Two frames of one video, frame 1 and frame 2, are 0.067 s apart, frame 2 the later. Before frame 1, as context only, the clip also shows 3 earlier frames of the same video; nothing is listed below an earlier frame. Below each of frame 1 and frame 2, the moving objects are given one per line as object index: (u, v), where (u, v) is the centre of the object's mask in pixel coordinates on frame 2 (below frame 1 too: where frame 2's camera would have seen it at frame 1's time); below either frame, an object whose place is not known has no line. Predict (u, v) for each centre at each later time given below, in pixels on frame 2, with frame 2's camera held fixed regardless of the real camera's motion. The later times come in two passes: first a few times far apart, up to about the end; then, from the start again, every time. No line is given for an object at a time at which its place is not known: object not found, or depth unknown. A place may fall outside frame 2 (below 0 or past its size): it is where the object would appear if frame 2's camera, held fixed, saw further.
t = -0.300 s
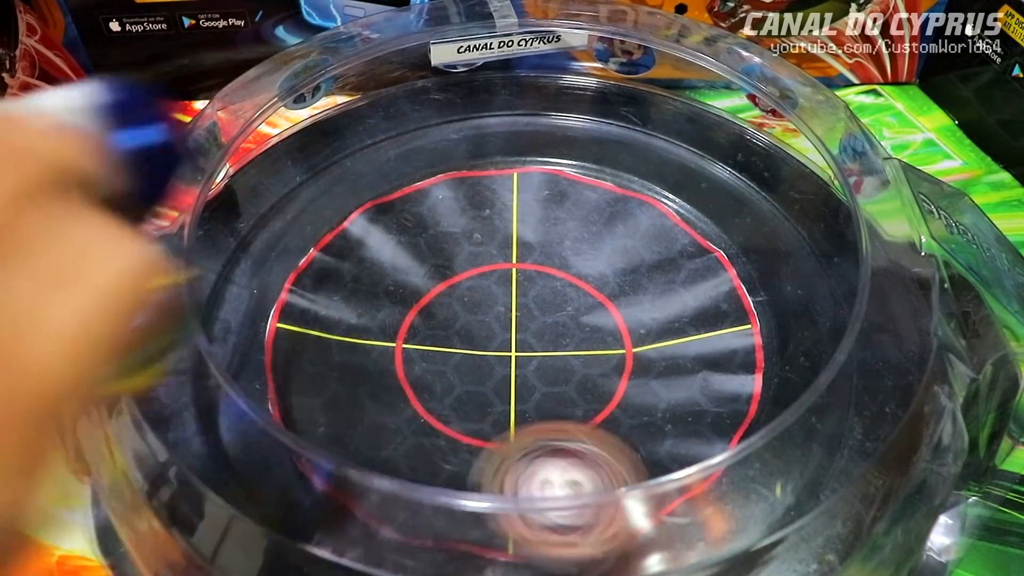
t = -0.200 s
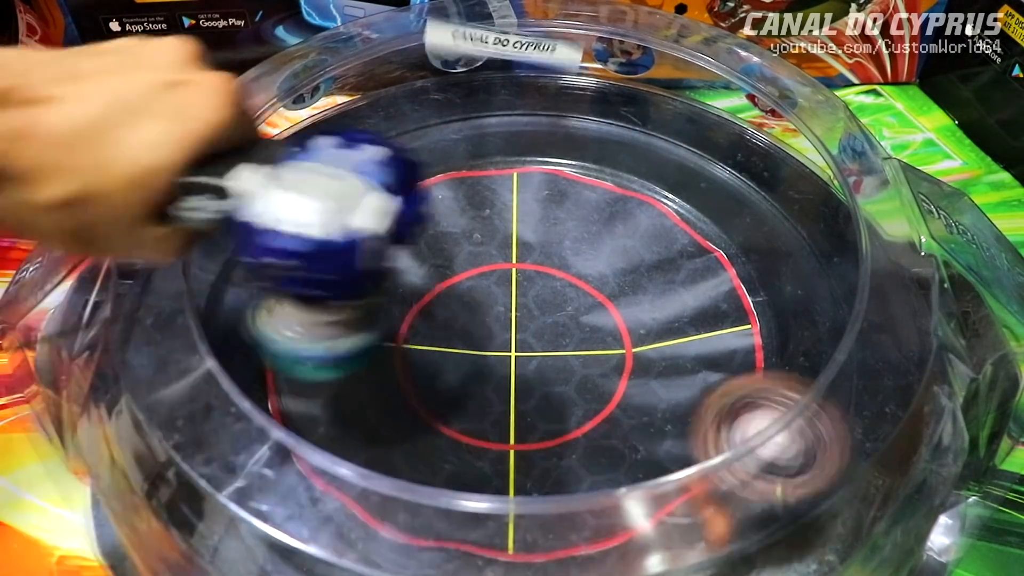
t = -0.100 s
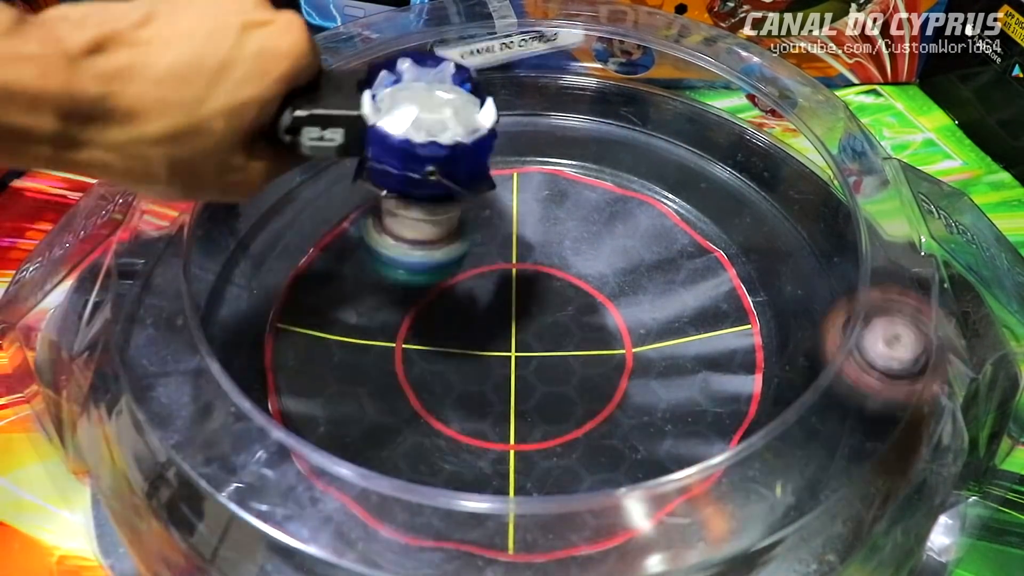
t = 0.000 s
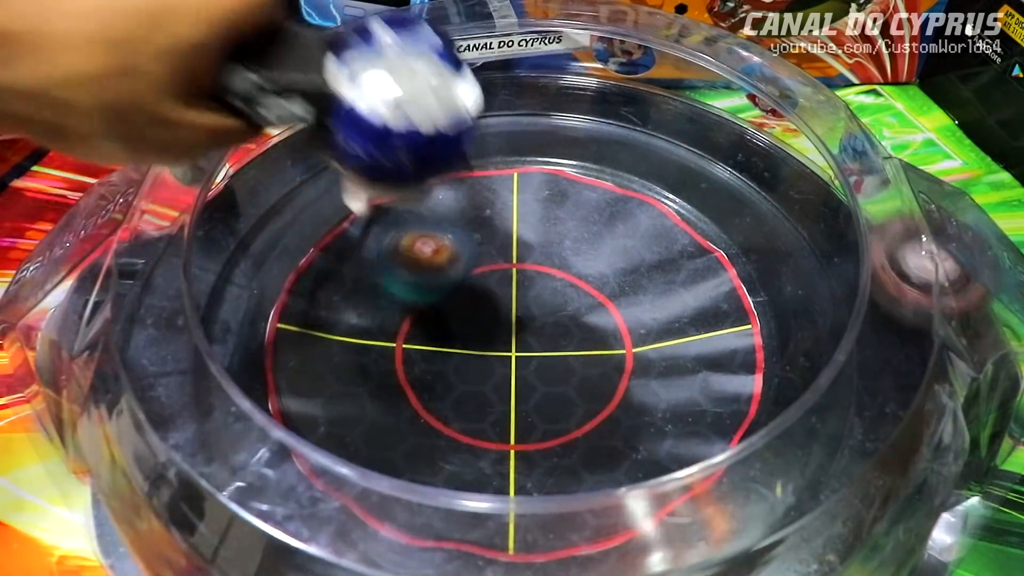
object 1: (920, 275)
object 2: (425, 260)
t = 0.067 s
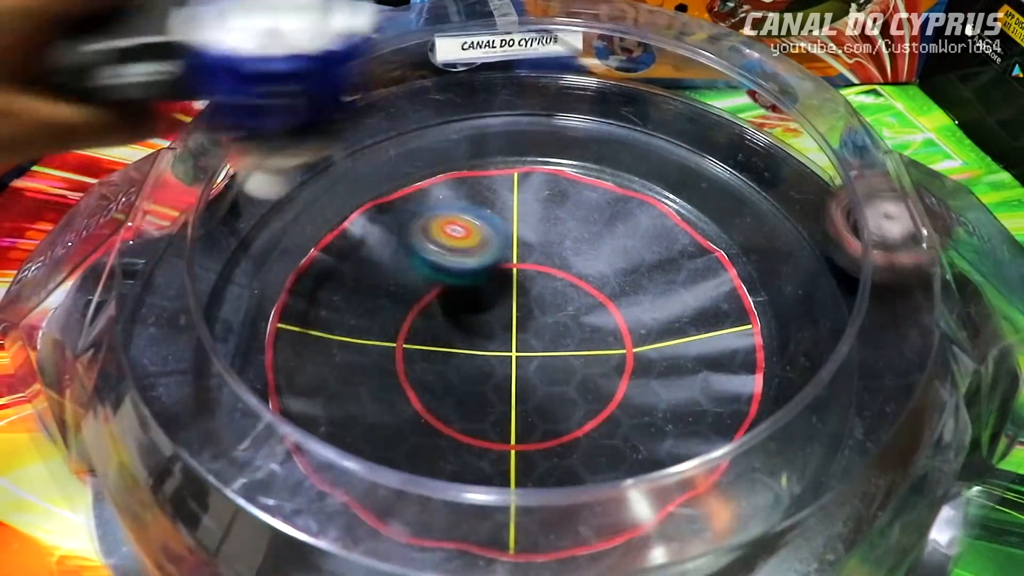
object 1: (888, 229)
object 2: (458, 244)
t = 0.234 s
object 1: (751, 210)
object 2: (546, 258)
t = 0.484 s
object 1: (521, 202)
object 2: (483, 403)
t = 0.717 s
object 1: (360, 344)
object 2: (510, 372)
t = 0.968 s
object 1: (622, 424)
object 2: (601, 213)
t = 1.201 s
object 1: (755, 230)
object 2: (505, 147)
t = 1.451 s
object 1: (658, 117)
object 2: (440, 202)
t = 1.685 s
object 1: (574, 104)
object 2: (527, 309)
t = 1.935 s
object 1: (477, 173)
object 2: (624, 247)
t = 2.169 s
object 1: (407, 409)
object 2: (601, 234)
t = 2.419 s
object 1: (722, 465)
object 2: (563, 296)
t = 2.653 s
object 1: (852, 359)
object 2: (614, 326)
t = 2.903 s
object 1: (774, 253)
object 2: (625, 325)
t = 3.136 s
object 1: (573, 210)
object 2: (576, 342)
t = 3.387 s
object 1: (301, 292)
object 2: (554, 370)
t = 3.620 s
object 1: (323, 490)
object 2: (542, 374)
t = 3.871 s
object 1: (454, 542)
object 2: (507, 372)
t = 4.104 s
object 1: (569, 515)
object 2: (483, 358)
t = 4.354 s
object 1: (648, 354)
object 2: (460, 341)
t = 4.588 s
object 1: (509, 182)
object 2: (458, 325)
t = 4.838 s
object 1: (297, 242)
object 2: (463, 299)
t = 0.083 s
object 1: (865, 225)
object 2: (463, 247)
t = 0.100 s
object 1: (852, 222)
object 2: (470, 252)
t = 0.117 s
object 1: (842, 220)
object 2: (478, 249)
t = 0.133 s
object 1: (827, 217)
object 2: (489, 249)
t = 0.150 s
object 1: (806, 220)
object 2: (499, 251)
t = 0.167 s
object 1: (797, 219)
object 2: (509, 250)
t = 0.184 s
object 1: (788, 213)
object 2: (518, 251)
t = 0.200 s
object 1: (778, 212)
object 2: (529, 258)
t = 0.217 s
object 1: (762, 212)
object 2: (538, 259)
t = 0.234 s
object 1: (751, 210)
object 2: (546, 258)
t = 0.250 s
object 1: (740, 209)
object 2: (554, 262)
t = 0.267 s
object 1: (727, 210)
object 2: (562, 270)
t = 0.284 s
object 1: (713, 210)
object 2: (570, 279)
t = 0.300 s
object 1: (696, 211)
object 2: (576, 281)
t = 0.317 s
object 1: (678, 212)
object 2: (583, 286)
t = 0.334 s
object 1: (660, 213)
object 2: (589, 295)
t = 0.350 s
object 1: (642, 213)
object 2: (585, 306)
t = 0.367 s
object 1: (630, 209)
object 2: (572, 324)
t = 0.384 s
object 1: (616, 206)
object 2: (560, 340)
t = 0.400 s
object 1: (603, 202)
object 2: (547, 354)
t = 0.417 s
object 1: (588, 202)
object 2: (535, 365)
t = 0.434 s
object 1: (573, 199)
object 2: (520, 379)
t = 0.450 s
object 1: (556, 200)
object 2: (506, 388)
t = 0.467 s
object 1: (538, 200)
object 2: (497, 395)
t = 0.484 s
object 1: (521, 202)
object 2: (483, 403)
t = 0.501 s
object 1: (503, 205)
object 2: (473, 407)
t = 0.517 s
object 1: (486, 209)
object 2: (461, 412)
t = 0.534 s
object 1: (468, 214)
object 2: (454, 412)
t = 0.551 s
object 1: (453, 222)
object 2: (449, 413)
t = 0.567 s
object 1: (439, 230)
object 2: (446, 413)
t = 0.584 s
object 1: (422, 240)
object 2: (443, 412)
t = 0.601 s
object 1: (409, 250)
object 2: (443, 409)
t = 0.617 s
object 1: (396, 262)
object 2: (445, 404)
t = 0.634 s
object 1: (386, 274)
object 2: (450, 399)
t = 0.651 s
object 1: (378, 289)
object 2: (453, 390)
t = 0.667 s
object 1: (370, 301)
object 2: (460, 386)
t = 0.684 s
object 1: (367, 316)
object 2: (471, 380)
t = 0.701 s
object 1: (363, 330)
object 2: (490, 377)
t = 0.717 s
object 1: (360, 344)
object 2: (510, 372)
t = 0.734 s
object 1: (361, 357)
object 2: (529, 363)
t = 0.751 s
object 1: (363, 368)
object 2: (545, 356)
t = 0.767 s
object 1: (369, 381)
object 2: (562, 344)
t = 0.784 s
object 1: (379, 393)
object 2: (571, 336)
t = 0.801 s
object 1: (390, 403)
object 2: (585, 323)
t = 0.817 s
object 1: (406, 413)
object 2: (595, 312)
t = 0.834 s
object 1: (423, 421)
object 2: (602, 299)
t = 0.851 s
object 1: (444, 428)
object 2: (609, 287)
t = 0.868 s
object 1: (466, 433)
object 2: (613, 275)
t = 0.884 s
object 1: (489, 437)
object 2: (614, 262)
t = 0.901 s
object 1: (517, 438)
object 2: (614, 249)
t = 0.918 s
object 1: (542, 439)
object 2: (611, 241)
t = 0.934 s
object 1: (570, 436)
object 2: (609, 232)
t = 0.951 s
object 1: (597, 431)
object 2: (606, 222)
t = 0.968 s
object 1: (622, 424)
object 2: (601, 213)
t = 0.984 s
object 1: (645, 414)
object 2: (597, 204)
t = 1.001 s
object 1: (666, 405)
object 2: (593, 195)
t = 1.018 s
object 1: (686, 394)
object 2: (586, 187)
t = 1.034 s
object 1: (704, 382)
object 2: (579, 181)
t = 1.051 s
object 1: (720, 370)
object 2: (571, 175)
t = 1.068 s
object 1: (735, 354)
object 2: (565, 168)
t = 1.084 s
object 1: (745, 338)
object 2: (557, 164)
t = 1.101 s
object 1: (753, 322)
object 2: (549, 160)
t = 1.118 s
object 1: (759, 306)
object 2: (542, 156)
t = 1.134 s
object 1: (764, 289)
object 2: (533, 153)
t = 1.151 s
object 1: (765, 273)
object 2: (526, 151)
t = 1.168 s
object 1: (764, 258)
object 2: (519, 148)
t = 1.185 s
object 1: (760, 243)
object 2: (512, 148)
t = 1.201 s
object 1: (755, 230)
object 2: (505, 147)
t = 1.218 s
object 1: (748, 219)
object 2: (499, 148)
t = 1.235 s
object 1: (741, 205)
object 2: (493, 149)
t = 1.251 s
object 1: (735, 195)
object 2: (487, 150)
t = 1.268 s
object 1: (729, 186)
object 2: (482, 151)
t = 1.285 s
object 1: (722, 174)
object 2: (476, 153)
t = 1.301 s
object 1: (717, 168)
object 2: (471, 155)
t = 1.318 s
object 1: (712, 160)
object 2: (465, 158)
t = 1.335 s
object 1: (703, 153)
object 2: (460, 162)
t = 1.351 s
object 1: (696, 146)
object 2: (455, 167)
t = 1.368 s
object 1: (689, 140)
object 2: (451, 169)
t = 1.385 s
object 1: (684, 134)
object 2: (447, 176)
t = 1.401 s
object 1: (677, 129)
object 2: (444, 180)
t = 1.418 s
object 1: (671, 125)
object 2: (442, 186)
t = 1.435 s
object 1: (664, 120)
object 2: (440, 195)
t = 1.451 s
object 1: (658, 117)
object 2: (440, 202)
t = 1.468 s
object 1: (653, 115)
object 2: (440, 209)
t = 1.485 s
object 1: (645, 111)
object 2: (442, 218)
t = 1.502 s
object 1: (639, 109)
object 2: (444, 225)
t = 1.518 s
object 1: (634, 108)
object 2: (447, 234)
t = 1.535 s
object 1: (628, 107)
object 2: (451, 241)
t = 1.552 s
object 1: (622, 105)
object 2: (456, 253)
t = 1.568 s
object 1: (615, 104)
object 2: (463, 264)
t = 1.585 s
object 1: (609, 103)
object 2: (469, 271)
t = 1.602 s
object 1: (603, 103)
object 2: (476, 282)
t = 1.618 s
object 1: (597, 103)
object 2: (486, 290)
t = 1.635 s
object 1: (591, 102)
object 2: (494, 295)
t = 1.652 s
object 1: (586, 103)
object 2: (506, 303)
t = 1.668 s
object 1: (580, 104)
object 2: (516, 306)
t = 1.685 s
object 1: (574, 104)
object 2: (527, 309)
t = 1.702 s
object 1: (568, 105)
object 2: (540, 309)
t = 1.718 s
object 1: (563, 107)
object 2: (550, 308)
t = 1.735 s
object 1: (557, 109)
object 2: (562, 306)
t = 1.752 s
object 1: (552, 110)
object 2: (572, 304)
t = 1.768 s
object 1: (546, 113)
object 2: (582, 302)
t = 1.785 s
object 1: (540, 115)
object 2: (591, 298)
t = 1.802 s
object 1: (534, 118)
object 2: (599, 292)
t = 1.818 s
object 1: (528, 121)
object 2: (607, 285)
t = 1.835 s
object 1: (523, 125)
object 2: (612, 279)
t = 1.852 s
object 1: (516, 130)
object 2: (617, 272)
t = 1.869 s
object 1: (510, 136)
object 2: (620, 266)
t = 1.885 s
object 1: (502, 144)
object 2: (623, 260)
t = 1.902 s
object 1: (495, 153)
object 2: (624, 255)
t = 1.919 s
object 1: (486, 162)
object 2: (625, 250)
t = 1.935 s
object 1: (477, 173)
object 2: (624, 247)
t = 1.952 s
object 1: (465, 185)
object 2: (623, 244)
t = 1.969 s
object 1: (455, 197)
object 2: (622, 243)
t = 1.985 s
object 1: (445, 211)
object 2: (621, 242)
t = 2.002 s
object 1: (435, 226)
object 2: (620, 240)
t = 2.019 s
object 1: (423, 242)
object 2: (619, 239)
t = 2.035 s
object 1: (414, 258)
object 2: (617, 238)
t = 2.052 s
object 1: (404, 276)
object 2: (615, 237)
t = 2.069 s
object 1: (396, 295)
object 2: (614, 236)
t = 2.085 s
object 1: (390, 313)
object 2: (612, 238)
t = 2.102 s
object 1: (388, 335)
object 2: (610, 235)
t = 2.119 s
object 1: (389, 355)
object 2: (608, 235)
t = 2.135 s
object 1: (392, 373)
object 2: (605, 234)
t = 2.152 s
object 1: (397, 391)
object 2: (603, 234)
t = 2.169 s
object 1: (407, 409)
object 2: (601, 234)
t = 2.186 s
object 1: (420, 420)
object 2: (598, 235)
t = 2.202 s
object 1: (435, 431)
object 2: (594, 235)
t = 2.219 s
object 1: (451, 440)
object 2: (591, 238)
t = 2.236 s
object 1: (467, 463)
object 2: (587, 241)
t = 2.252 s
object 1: (491, 475)
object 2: (582, 244)
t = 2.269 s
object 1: (515, 488)
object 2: (579, 245)
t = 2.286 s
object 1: (539, 496)
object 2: (575, 250)
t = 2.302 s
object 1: (561, 497)
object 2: (570, 255)
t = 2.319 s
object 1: (587, 501)
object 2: (568, 261)
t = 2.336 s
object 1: (608, 498)
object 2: (566, 269)
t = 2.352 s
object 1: (626, 495)
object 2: (564, 274)
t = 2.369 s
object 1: (658, 490)
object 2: (563, 279)
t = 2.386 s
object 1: (680, 485)
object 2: (563, 285)
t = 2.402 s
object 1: (700, 478)
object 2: (562, 291)
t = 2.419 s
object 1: (722, 465)
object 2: (563, 296)
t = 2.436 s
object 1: (738, 461)
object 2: (564, 304)
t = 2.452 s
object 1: (751, 458)
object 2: (566, 309)
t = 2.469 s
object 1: (770, 443)
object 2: (569, 314)
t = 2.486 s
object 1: (783, 437)
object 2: (573, 315)
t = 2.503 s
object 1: (796, 430)
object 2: (578, 321)
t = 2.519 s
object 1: (807, 426)
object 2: (583, 324)
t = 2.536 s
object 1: (818, 418)
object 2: (588, 327)
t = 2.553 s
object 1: (829, 410)
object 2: (593, 327)
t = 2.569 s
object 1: (841, 406)
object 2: (598, 329)
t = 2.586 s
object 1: (849, 398)
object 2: (603, 327)
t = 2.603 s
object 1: (854, 390)
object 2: (607, 329)
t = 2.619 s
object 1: (854, 381)
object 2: (610, 329)
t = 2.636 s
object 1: (853, 369)
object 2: (613, 329)
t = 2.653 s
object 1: (852, 359)
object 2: (614, 326)
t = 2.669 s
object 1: (849, 348)
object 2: (616, 325)
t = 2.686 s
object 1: (846, 337)
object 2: (617, 325)
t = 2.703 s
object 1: (842, 327)
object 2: (619, 325)
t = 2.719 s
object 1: (838, 318)
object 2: (620, 324)
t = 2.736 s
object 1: (833, 309)
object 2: (621, 324)
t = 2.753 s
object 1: (828, 301)
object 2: (623, 323)
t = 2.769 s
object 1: (822, 293)
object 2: (624, 323)
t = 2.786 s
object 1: (817, 287)
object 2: (624, 323)
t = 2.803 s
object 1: (808, 280)
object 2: (624, 323)
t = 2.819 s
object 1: (802, 275)
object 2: (624, 323)
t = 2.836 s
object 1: (799, 270)
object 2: (626, 324)
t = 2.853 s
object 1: (793, 265)
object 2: (626, 324)
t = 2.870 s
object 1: (788, 261)
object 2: (626, 324)
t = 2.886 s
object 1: (781, 257)
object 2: (625, 325)
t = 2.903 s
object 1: (774, 253)
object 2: (625, 325)
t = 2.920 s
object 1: (768, 250)
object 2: (624, 326)
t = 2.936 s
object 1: (760, 246)
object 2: (623, 326)
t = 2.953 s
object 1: (750, 245)
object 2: (622, 327)
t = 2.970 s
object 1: (738, 241)
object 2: (620, 325)
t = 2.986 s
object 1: (727, 238)
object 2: (618, 326)
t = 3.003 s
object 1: (713, 235)
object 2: (614, 327)
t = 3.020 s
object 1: (699, 231)
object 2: (610, 328)
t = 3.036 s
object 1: (684, 229)
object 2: (605, 329)
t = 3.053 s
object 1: (666, 225)
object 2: (599, 330)
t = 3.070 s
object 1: (648, 222)
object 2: (594, 335)
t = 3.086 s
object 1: (630, 218)
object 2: (589, 337)
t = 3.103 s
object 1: (612, 214)
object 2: (585, 339)
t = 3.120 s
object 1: (592, 213)
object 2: (581, 341)
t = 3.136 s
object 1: (573, 210)
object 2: (576, 342)
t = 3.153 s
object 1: (553, 207)
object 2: (572, 344)
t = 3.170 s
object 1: (529, 206)
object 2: (570, 345)
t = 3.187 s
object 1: (508, 205)
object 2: (567, 348)
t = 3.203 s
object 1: (487, 206)
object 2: (565, 351)
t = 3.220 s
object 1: (466, 208)
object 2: (563, 353)
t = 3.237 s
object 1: (446, 212)
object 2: (560, 359)
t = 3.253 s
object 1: (428, 216)
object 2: (558, 362)
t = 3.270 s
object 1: (408, 223)
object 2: (557, 362)
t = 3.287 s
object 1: (388, 230)
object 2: (556, 364)
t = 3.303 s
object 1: (373, 236)
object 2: (555, 366)
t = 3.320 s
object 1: (356, 246)
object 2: (554, 367)
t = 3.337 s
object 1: (339, 257)
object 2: (554, 368)
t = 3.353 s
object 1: (324, 268)
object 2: (554, 369)
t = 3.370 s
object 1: (312, 279)
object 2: (554, 370)
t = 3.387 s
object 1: (301, 292)
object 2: (554, 370)
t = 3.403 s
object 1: (291, 306)
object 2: (554, 371)
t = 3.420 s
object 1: (282, 321)
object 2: (554, 372)
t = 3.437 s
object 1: (280, 335)
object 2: (554, 372)
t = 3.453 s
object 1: (280, 347)
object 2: (554, 372)
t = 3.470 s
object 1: (276, 362)
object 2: (554, 373)
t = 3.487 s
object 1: (277, 376)
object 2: (553, 372)
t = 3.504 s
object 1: (279, 393)
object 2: (552, 372)
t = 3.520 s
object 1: (284, 410)
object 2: (552, 372)
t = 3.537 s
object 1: (289, 426)
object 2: (551, 372)
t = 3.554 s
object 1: (296, 442)
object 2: (550, 373)
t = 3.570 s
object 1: (302, 456)
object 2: (548, 373)
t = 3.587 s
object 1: (311, 468)
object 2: (546, 373)
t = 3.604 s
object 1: (319, 478)
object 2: (545, 373)
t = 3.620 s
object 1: (323, 490)
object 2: (542, 374)
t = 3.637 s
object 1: (331, 500)
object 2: (540, 373)
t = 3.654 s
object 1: (340, 508)
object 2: (538, 373)
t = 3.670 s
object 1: (348, 513)
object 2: (535, 373)
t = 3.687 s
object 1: (357, 517)
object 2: (533, 373)
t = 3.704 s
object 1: (365, 521)
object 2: (530, 373)
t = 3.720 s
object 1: (374, 524)
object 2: (527, 372)
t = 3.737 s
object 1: (383, 526)
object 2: (525, 372)
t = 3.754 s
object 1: (391, 528)
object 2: (522, 373)
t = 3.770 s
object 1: (400, 531)
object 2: (519, 373)
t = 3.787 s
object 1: (409, 533)
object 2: (516, 373)
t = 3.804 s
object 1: (417, 538)
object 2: (514, 373)
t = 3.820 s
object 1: (426, 539)
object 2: (512, 373)
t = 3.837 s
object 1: (435, 540)
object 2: (511, 373)
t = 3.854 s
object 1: (444, 541)
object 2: (508, 372)
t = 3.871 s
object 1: (454, 542)
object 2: (507, 372)
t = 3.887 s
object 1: (463, 542)
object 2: (505, 372)
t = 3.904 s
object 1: (473, 543)
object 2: (504, 371)
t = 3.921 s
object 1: (482, 543)
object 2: (502, 371)
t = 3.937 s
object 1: (491, 543)
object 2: (501, 370)
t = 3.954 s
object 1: (501, 543)
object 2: (499, 370)
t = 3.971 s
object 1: (510, 543)
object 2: (497, 368)
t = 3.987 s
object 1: (518, 543)
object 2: (495, 367)
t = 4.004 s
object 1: (527, 542)
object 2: (493, 366)
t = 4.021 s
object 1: (535, 542)
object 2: (492, 365)
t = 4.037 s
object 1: (543, 528)
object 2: (491, 364)
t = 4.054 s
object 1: (550, 527)
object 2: (489, 362)
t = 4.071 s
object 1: (556, 523)
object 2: (487, 361)
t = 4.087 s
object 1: (562, 518)
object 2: (485, 360)
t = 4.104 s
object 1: (569, 515)
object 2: (483, 358)
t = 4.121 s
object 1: (577, 510)
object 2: (481, 357)
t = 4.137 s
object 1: (583, 506)
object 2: (479, 356)
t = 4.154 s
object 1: (587, 503)
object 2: (476, 354)
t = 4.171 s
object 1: (593, 496)
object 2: (474, 353)
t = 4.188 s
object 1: (599, 484)
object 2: (472, 352)
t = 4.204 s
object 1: (606, 475)
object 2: (470, 351)
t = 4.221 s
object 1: (613, 464)
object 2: (468, 350)
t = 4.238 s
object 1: (620, 453)
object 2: (466, 349)
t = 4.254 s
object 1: (624, 430)
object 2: (465, 348)
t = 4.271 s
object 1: (630, 422)
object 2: (463, 346)
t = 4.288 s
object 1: (636, 414)
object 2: (462, 345)
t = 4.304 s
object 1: (640, 401)
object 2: (462, 344)
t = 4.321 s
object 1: (643, 385)
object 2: (461, 343)
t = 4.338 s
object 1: (646, 370)
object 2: (461, 343)
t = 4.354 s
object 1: (648, 354)
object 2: (460, 341)
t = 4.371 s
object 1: (648, 338)
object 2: (460, 340)
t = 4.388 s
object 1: (647, 322)
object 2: (459, 339)
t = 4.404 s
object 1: (645, 304)
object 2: (459, 338)
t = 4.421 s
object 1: (640, 289)
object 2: (458, 337)
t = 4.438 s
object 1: (633, 274)
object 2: (458, 336)
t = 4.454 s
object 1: (626, 260)
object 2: (457, 335)
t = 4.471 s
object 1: (615, 245)
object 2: (457, 334)
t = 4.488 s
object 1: (602, 232)
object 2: (457, 333)
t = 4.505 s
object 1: (588, 221)
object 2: (457, 332)
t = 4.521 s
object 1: (575, 211)
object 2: (457, 331)
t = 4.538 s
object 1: (560, 201)
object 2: (457, 329)
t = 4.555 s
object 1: (543, 194)
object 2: (457, 328)
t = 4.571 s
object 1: (526, 187)
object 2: (457, 327)
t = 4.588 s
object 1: (509, 182)
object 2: (458, 325)
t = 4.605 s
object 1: (492, 178)
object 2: (458, 324)
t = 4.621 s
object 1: (477, 176)
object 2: (459, 323)
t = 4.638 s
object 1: (459, 175)
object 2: (459, 321)
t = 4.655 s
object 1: (442, 175)
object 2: (459, 319)
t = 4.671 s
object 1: (427, 177)
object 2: (460, 318)
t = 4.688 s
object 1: (410, 179)
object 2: (460, 316)
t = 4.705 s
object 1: (394, 182)
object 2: (461, 314)
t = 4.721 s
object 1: (379, 185)
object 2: (460, 312)
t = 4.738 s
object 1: (364, 190)
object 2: (461, 311)
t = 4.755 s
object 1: (349, 196)
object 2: (461, 309)
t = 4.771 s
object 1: (336, 203)
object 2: (461, 307)
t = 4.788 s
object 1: (324, 210)
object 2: (462, 307)
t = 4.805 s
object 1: (312, 220)
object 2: (462, 305)
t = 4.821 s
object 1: (303, 230)
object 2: (463, 301)
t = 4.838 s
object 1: (297, 242)
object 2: (463, 299)
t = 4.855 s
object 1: (292, 256)
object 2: (464, 298)
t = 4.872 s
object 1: (288, 271)
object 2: (464, 298)
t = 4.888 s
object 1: (284, 287)
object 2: (464, 297)
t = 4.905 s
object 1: (283, 302)
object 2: (466, 293)
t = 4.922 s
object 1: (282, 318)
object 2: (467, 291)
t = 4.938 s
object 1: (286, 334)
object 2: (467, 290)
